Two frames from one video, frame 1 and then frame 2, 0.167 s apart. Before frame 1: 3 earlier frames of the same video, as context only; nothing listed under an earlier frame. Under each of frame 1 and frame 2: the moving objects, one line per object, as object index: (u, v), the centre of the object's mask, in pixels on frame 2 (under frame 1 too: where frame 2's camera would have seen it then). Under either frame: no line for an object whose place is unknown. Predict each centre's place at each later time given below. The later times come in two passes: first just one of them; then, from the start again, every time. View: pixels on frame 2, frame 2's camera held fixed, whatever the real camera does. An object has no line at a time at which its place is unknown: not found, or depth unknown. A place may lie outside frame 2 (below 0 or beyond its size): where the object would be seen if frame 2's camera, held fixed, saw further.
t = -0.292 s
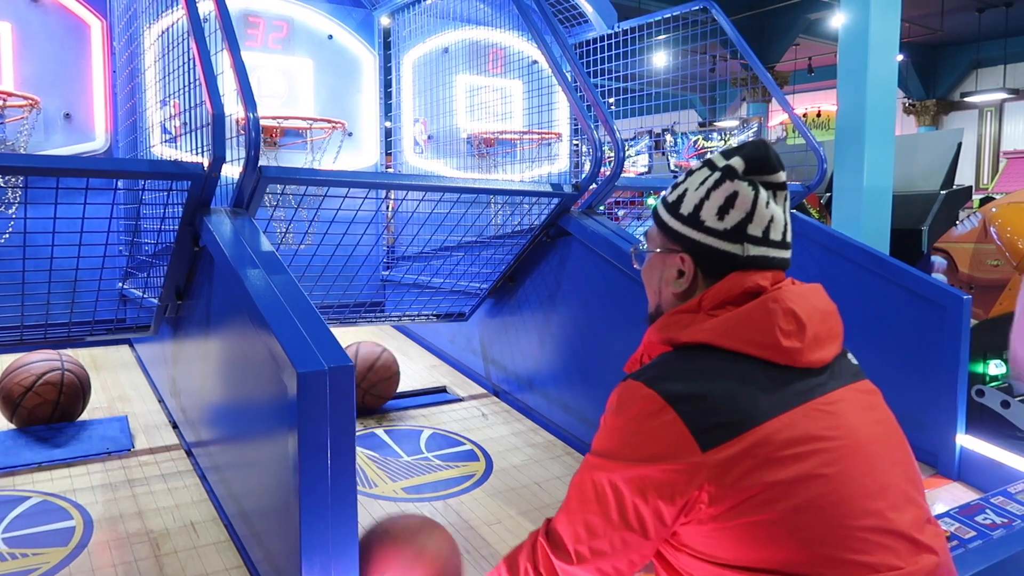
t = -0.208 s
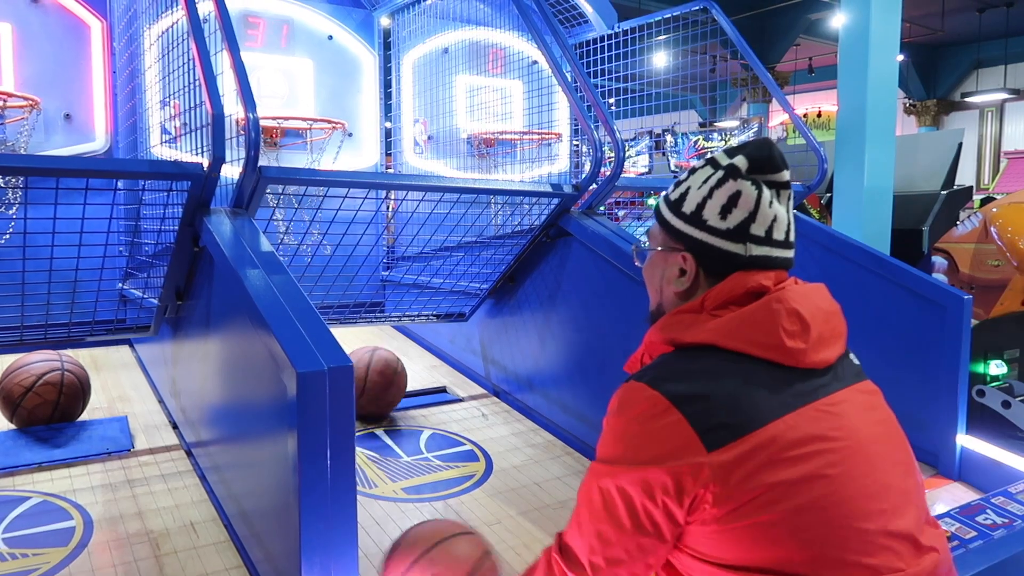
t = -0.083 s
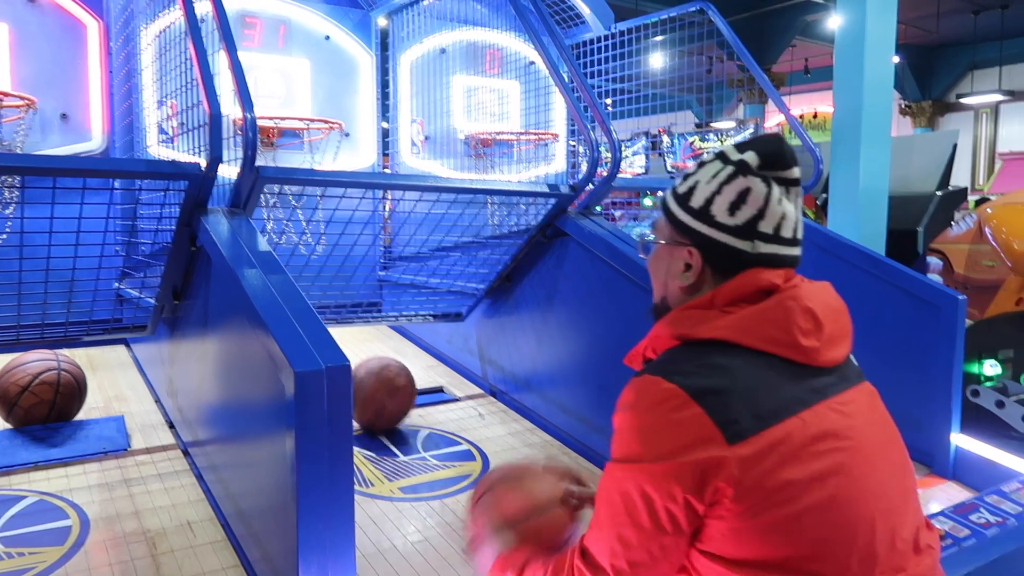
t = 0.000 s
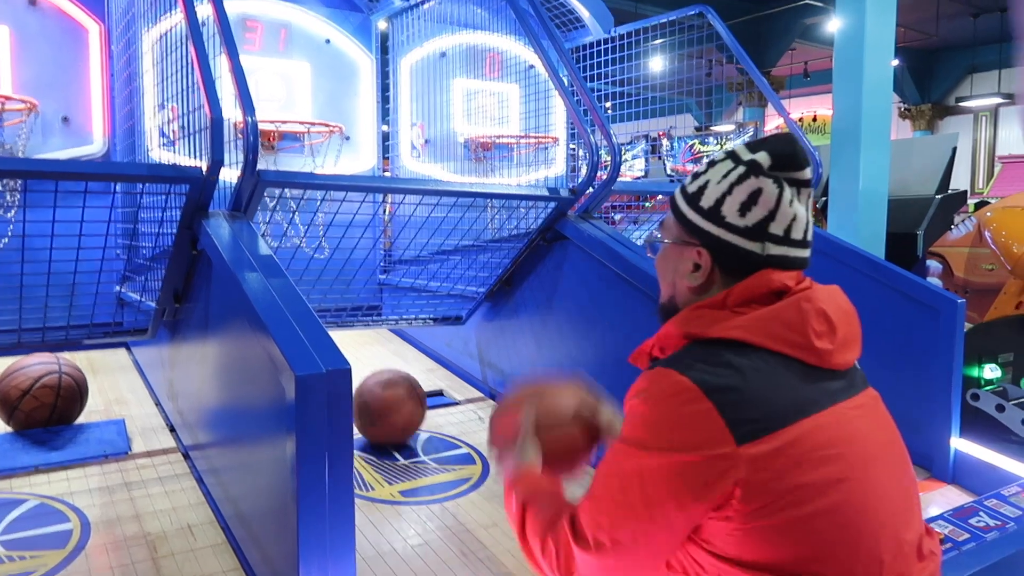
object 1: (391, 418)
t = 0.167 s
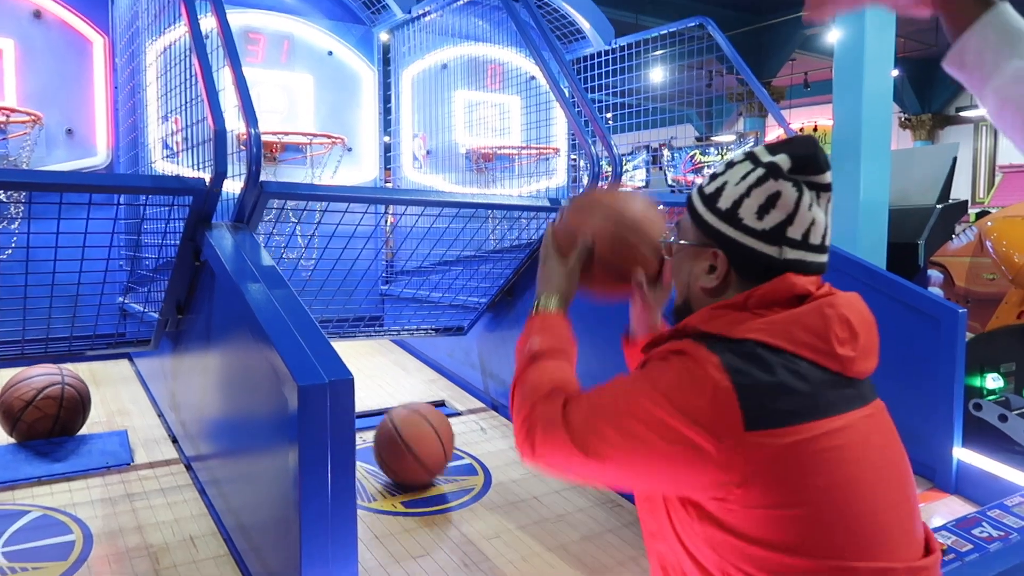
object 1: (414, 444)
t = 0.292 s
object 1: (436, 469)
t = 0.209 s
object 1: (420, 452)
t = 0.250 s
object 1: (428, 460)
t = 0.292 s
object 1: (436, 469)
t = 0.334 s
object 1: (445, 479)
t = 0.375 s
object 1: (454, 489)
